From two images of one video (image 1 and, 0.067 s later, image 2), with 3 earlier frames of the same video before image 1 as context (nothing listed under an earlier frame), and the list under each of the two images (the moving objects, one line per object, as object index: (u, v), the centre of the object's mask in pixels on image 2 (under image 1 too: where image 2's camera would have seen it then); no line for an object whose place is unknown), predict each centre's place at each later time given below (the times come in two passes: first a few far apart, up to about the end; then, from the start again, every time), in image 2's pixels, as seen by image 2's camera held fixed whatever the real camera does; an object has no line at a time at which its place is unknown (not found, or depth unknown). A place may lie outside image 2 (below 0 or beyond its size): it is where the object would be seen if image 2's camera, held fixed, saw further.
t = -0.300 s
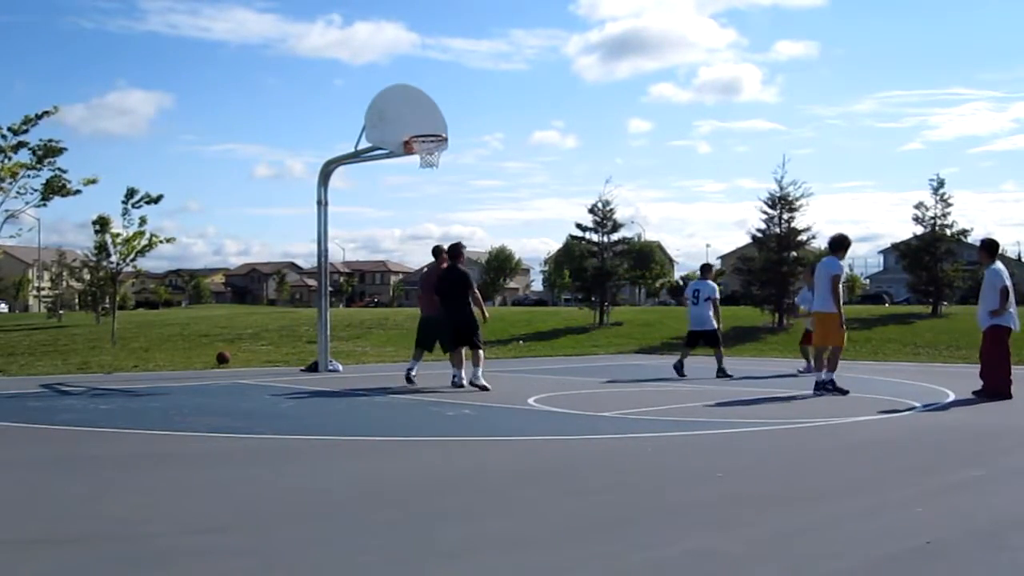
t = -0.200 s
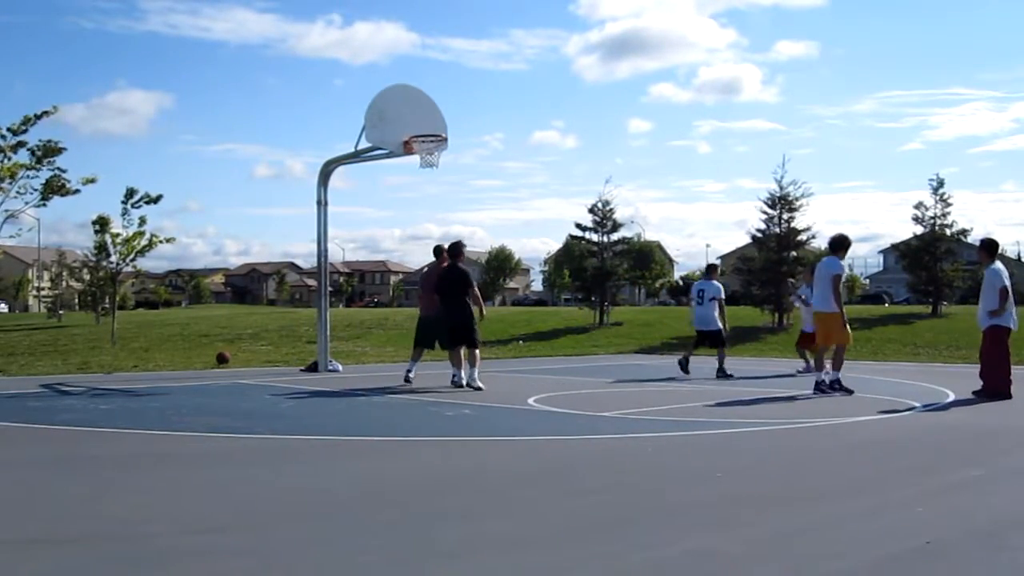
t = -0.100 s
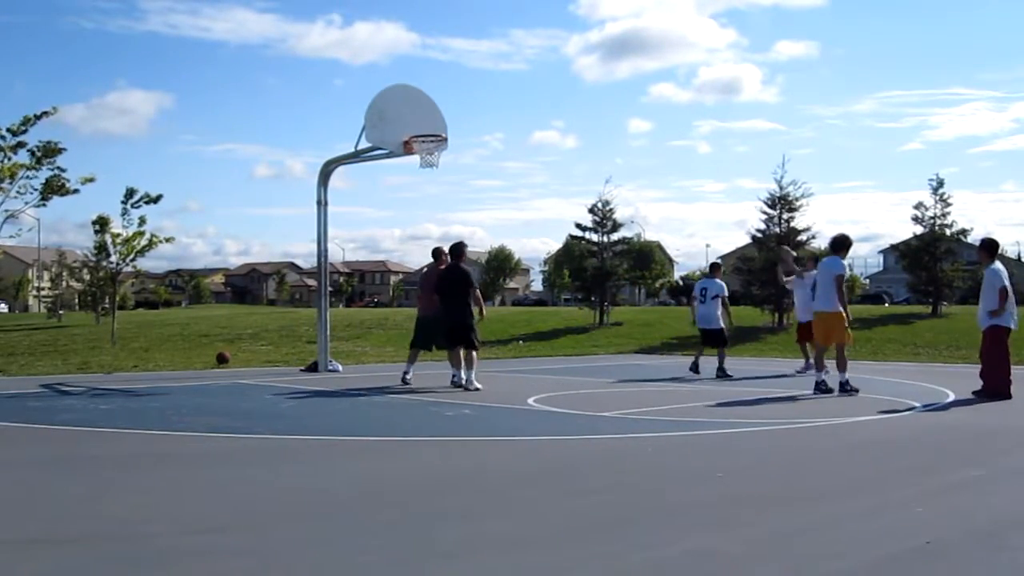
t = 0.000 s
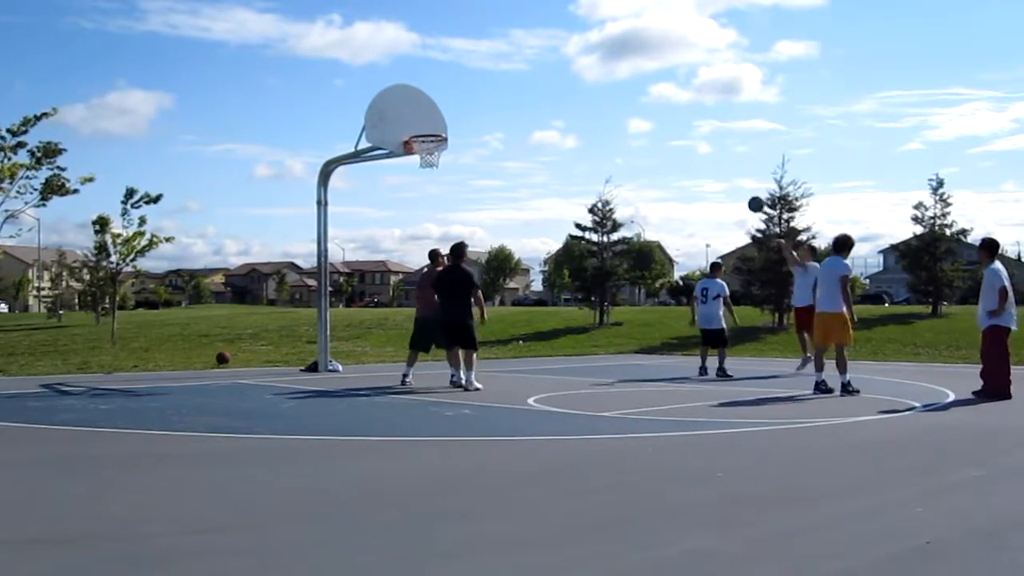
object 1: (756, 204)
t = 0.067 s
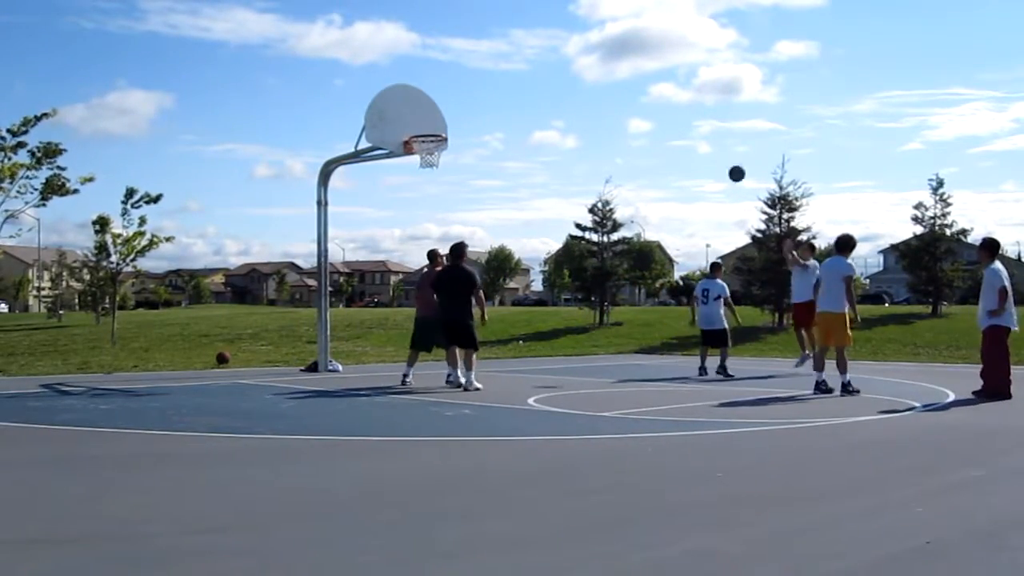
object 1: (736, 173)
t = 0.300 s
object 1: (669, 87)
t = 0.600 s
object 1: (583, 29)
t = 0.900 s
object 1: (497, 34)
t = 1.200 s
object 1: (409, 105)
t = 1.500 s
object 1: (365, 216)
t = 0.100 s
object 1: (727, 159)
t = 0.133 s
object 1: (717, 145)
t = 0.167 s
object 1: (707, 133)
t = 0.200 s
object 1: (698, 120)
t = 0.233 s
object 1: (688, 109)
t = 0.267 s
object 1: (679, 98)
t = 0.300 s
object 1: (669, 87)
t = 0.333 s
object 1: (660, 78)
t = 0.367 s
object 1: (650, 70)
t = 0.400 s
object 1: (641, 61)
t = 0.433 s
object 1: (631, 54)
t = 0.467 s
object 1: (621, 48)
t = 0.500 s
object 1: (612, 42)
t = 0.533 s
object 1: (603, 37)
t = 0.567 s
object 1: (593, 33)
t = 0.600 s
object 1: (583, 29)
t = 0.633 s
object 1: (574, 27)
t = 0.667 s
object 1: (564, 25)
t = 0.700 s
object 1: (555, 24)
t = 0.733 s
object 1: (545, 24)
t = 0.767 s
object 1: (536, 24)
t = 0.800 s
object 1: (526, 25)
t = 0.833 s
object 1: (516, 28)
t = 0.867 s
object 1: (507, 30)
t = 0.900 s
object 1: (497, 34)
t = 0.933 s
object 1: (487, 38)
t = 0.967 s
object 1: (478, 44)
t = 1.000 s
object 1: (468, 50)
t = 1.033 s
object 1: (459, 57)
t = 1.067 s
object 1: (449, 65)
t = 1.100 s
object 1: (439, 73)
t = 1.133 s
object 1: (429, 83)
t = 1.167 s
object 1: (419, 93)
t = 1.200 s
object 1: (409, 105)
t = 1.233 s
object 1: (399, 117)
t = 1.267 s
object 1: (389, 130)
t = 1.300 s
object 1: (380, 143)
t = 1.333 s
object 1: (378, 152)
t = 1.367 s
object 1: (376, 163)
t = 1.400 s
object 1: (374, 175)
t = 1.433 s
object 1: (371, 187)
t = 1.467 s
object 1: (368, 201)
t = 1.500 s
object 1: (365, 216)
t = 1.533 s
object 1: (362, 232)
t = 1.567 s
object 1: (359, 248)
